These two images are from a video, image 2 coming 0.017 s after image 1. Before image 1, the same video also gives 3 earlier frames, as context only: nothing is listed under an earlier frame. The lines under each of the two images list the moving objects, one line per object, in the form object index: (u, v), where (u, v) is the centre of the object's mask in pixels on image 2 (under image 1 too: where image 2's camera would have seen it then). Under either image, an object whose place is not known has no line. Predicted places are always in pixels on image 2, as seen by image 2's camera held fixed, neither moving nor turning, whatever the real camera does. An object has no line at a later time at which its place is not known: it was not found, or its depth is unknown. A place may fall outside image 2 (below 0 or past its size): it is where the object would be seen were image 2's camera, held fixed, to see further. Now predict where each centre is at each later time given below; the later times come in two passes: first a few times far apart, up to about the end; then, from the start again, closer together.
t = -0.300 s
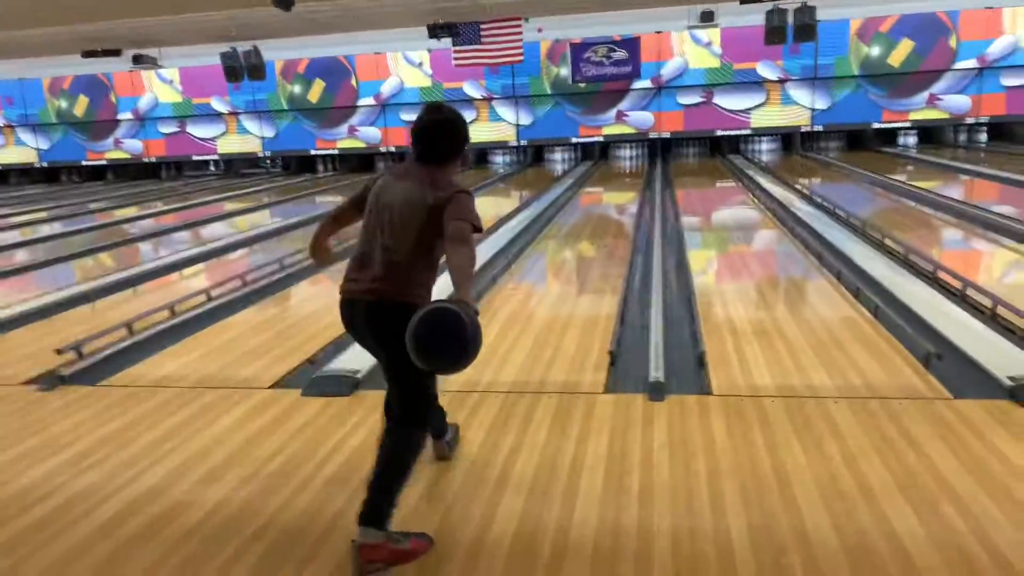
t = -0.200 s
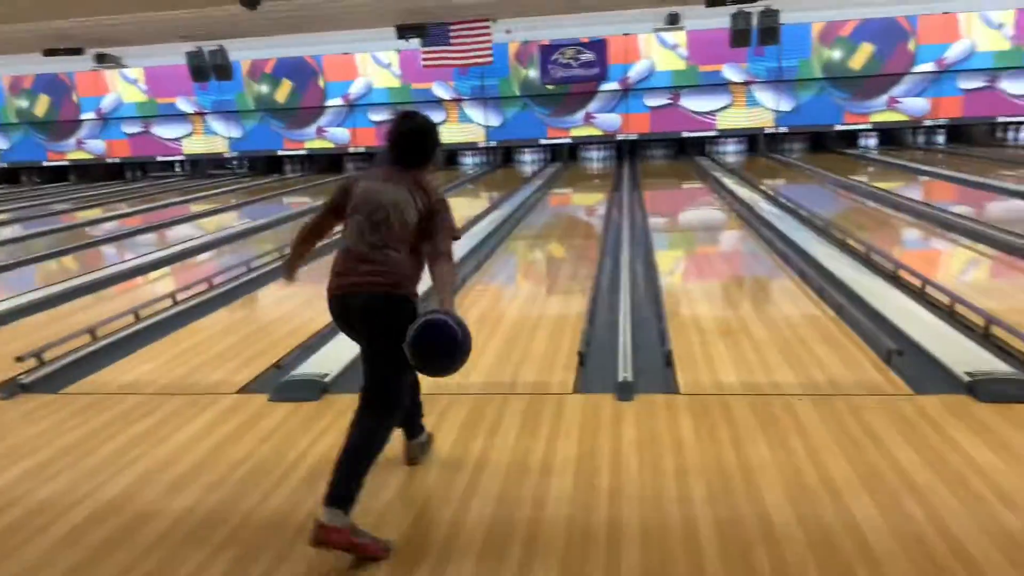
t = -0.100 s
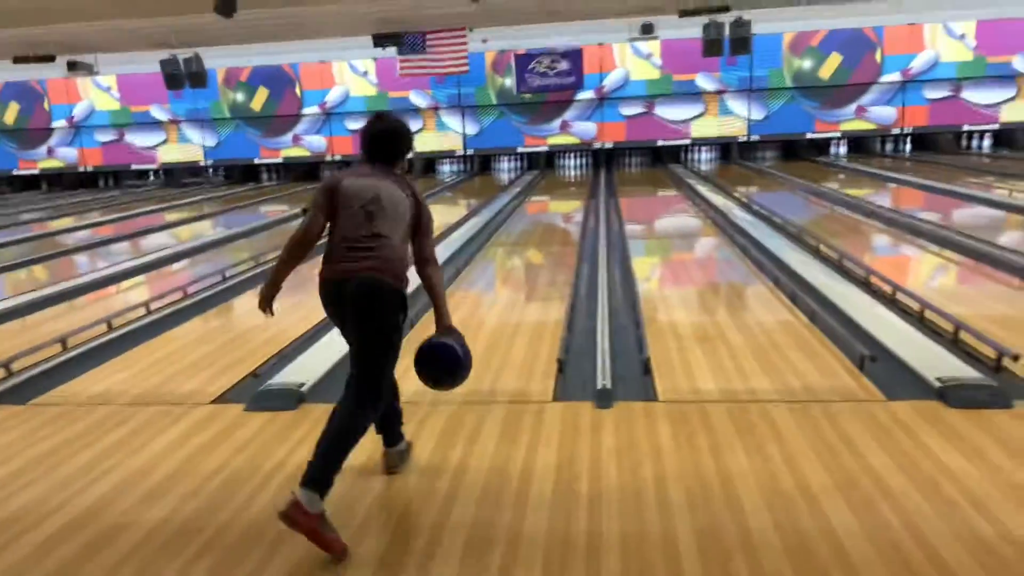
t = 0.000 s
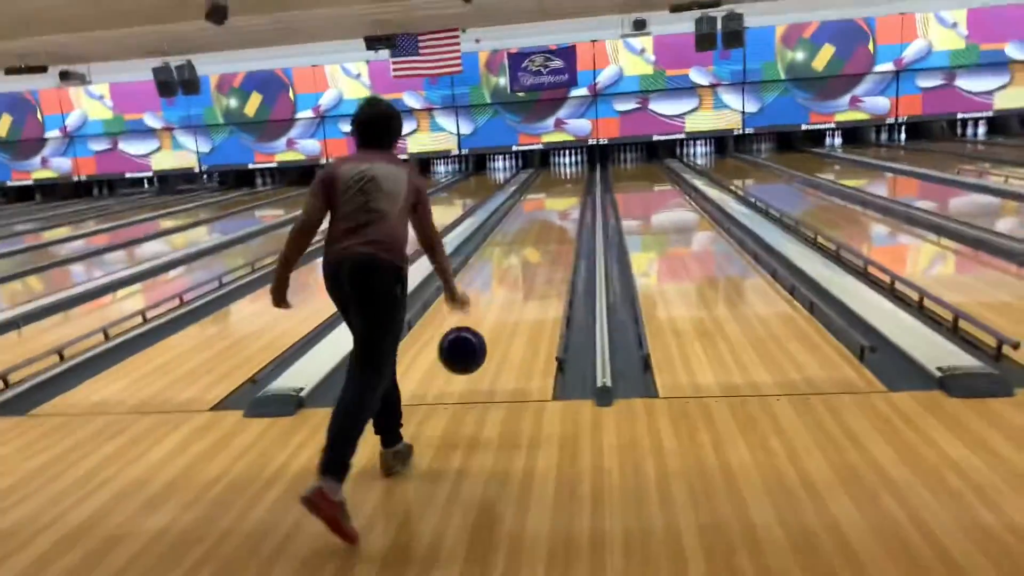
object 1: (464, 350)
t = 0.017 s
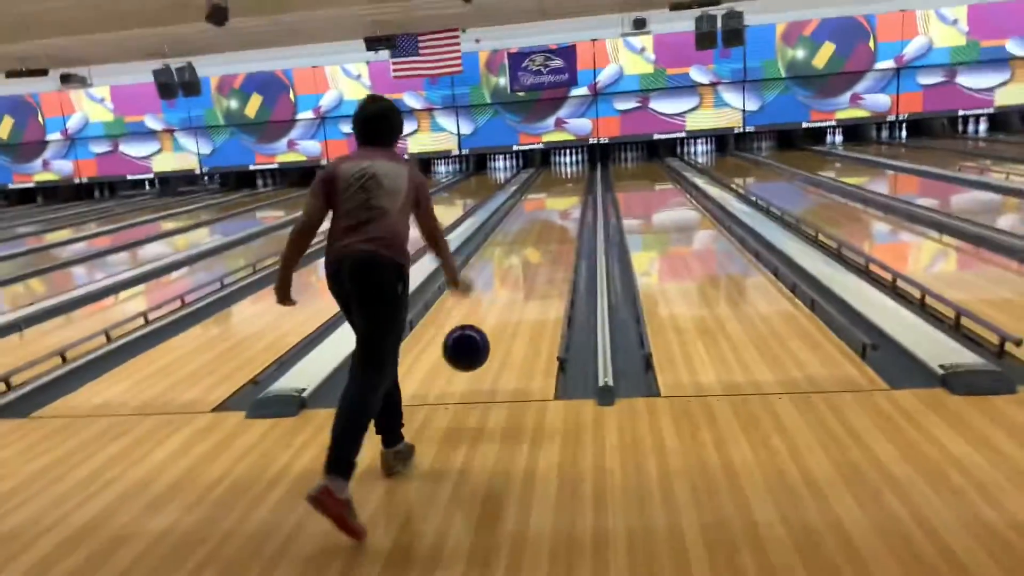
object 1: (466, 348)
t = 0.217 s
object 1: (489, 336)
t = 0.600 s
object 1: (505, 269)
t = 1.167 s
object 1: (513, 224)
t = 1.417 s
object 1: (517, 212)
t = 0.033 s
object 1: (469, 346)
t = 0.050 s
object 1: (470, 345)
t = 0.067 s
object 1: (472, 344)
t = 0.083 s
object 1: (474, 344)
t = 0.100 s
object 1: (476, 344)
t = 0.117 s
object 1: (479, 345)
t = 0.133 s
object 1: (481, 346)
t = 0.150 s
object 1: (483, 347)
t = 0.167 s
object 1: (485, 350)
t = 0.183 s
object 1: (487, 346)
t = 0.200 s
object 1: (488, 340)
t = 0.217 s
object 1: (489, 336)
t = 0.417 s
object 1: (499, 295)
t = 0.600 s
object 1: (505, 269)
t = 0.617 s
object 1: (505, 267)
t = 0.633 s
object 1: (506, 265)
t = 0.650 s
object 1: (506, 263)
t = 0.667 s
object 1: (507, 262)
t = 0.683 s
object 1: (507, 260)
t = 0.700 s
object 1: (507, 258)
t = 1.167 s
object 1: (513, 224)
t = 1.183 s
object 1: (514, 222)
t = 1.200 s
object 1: (514, 221)
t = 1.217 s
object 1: (514, 221)
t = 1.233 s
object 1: (514, 220)
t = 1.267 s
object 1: (515, 219)
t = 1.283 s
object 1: (515, 218)
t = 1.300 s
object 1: (516, 217)
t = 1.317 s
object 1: (516, 217)
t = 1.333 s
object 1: (516, 216)
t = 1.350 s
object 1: (517, 215)
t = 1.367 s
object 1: (517, 215)
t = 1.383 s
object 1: (517, 214)
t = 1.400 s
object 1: (517, 213)
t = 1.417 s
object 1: (517, 212)
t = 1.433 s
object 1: (517, 212)
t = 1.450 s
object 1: (516, 211)
